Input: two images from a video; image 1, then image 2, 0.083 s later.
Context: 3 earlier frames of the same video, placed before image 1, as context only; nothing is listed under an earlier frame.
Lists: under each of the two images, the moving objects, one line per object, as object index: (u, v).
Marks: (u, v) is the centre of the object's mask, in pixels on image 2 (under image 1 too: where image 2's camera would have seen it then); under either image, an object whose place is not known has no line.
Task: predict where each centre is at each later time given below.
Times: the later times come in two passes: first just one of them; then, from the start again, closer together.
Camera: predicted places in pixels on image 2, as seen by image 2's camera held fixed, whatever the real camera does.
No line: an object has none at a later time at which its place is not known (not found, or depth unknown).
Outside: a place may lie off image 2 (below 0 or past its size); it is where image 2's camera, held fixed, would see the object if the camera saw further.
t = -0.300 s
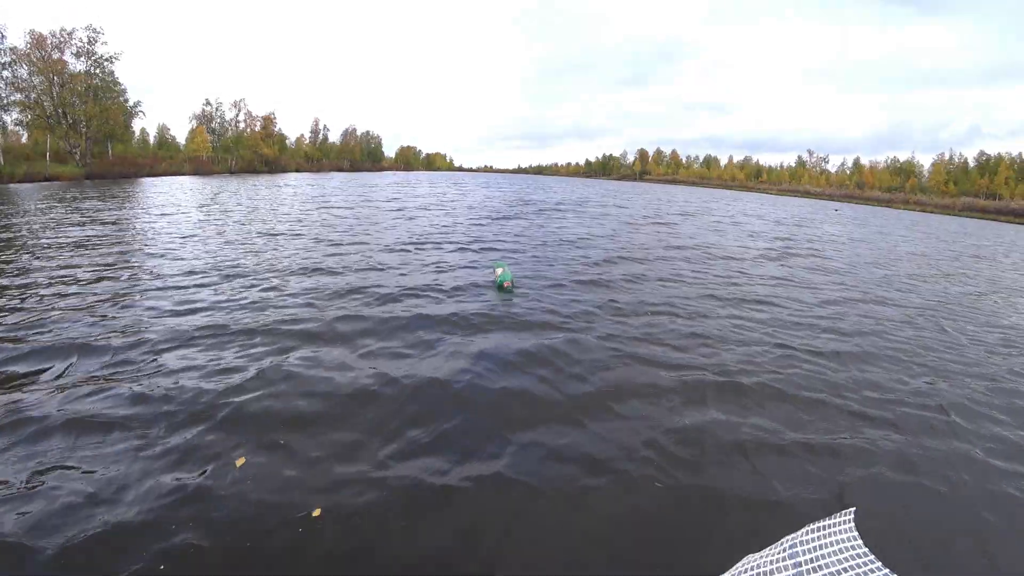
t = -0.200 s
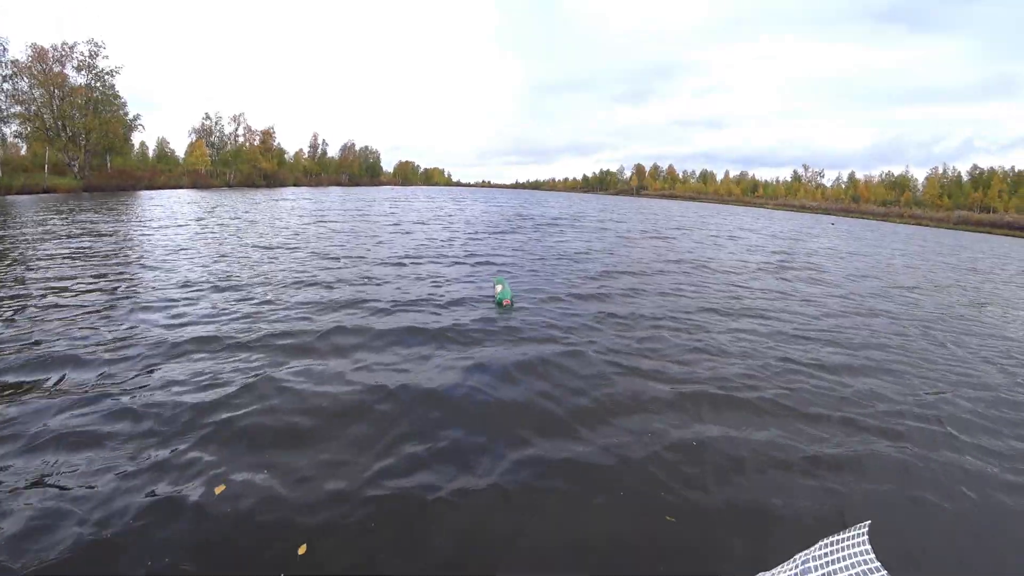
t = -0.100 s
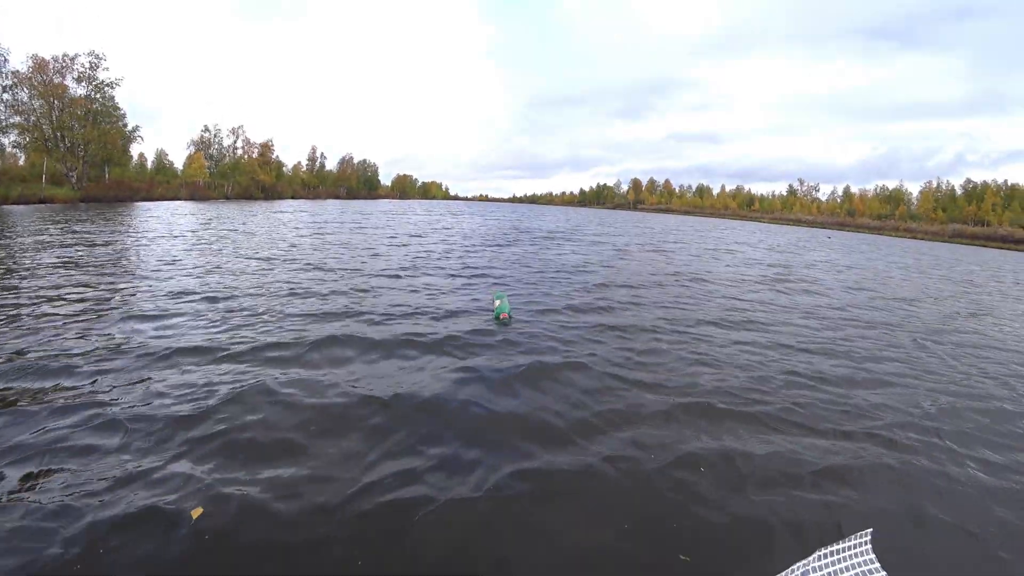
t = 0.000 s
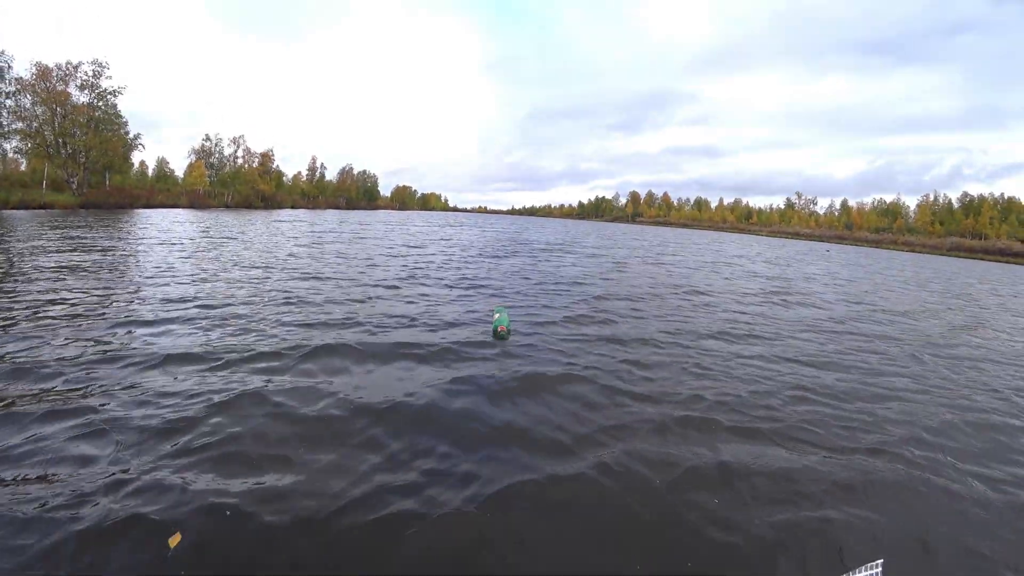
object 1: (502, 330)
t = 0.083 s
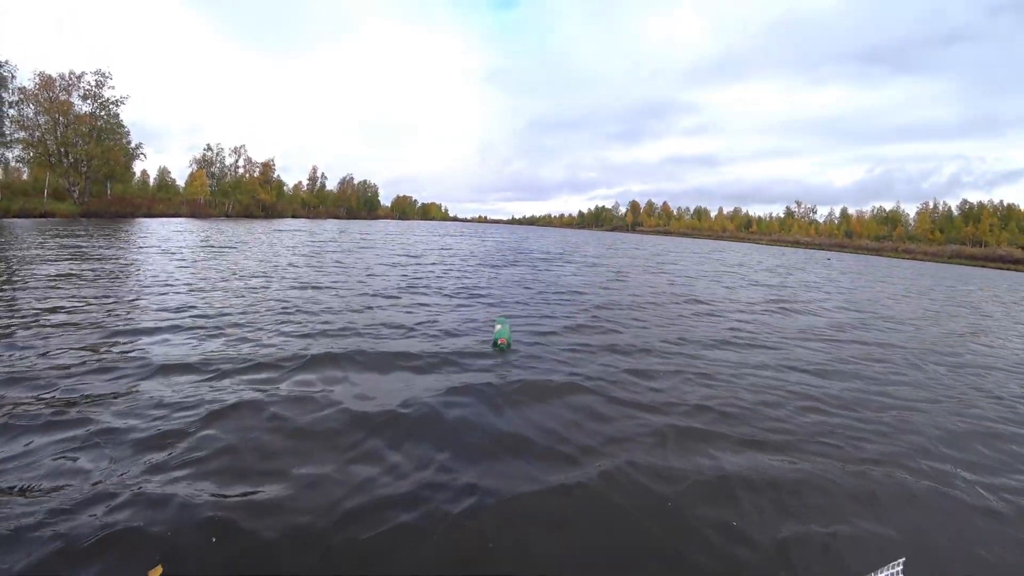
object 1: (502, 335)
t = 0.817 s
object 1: (480, 352)
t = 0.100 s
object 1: (502, 335)
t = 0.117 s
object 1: (502, 336)
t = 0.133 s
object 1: (503, 336)
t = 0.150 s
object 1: (503, 337)
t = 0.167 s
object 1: (504, 338)
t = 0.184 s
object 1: (505, 339)
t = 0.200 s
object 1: (506, 340)
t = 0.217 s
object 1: (508, 341)
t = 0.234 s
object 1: (508, 342)
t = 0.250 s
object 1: (509, 343)
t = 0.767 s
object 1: (485, 351)
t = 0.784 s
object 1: (483, 350)
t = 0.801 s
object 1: (481, 351)
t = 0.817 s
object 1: (480, 352)
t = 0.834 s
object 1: (478, 354)
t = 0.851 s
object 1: (478, 354)
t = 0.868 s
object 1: (478, 353)
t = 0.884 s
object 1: (477, 353)
